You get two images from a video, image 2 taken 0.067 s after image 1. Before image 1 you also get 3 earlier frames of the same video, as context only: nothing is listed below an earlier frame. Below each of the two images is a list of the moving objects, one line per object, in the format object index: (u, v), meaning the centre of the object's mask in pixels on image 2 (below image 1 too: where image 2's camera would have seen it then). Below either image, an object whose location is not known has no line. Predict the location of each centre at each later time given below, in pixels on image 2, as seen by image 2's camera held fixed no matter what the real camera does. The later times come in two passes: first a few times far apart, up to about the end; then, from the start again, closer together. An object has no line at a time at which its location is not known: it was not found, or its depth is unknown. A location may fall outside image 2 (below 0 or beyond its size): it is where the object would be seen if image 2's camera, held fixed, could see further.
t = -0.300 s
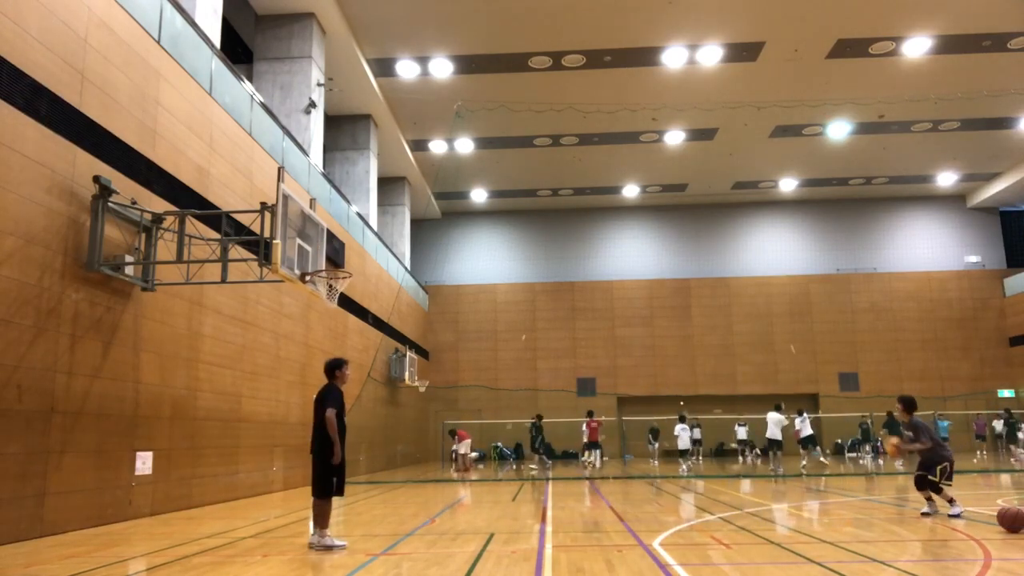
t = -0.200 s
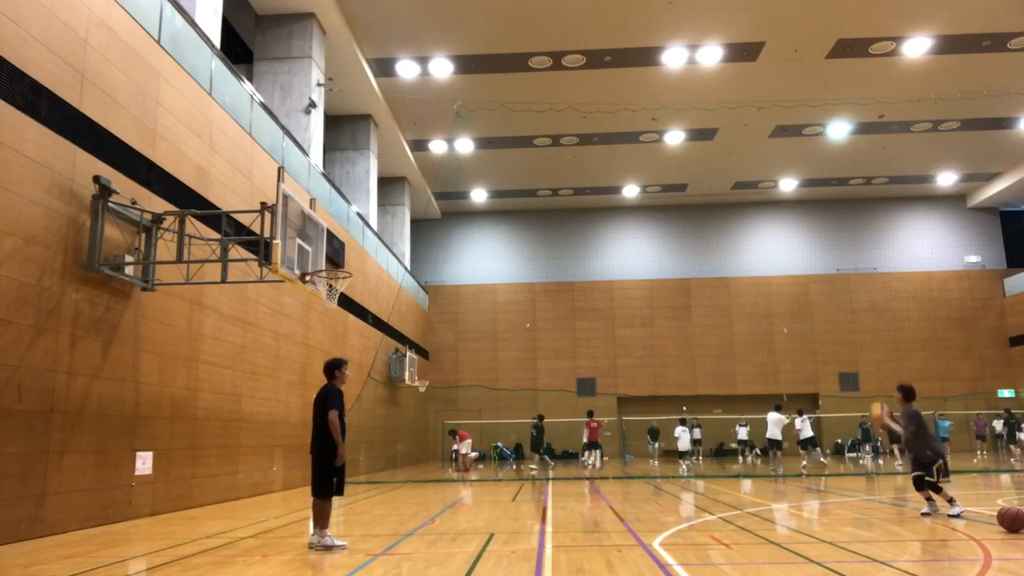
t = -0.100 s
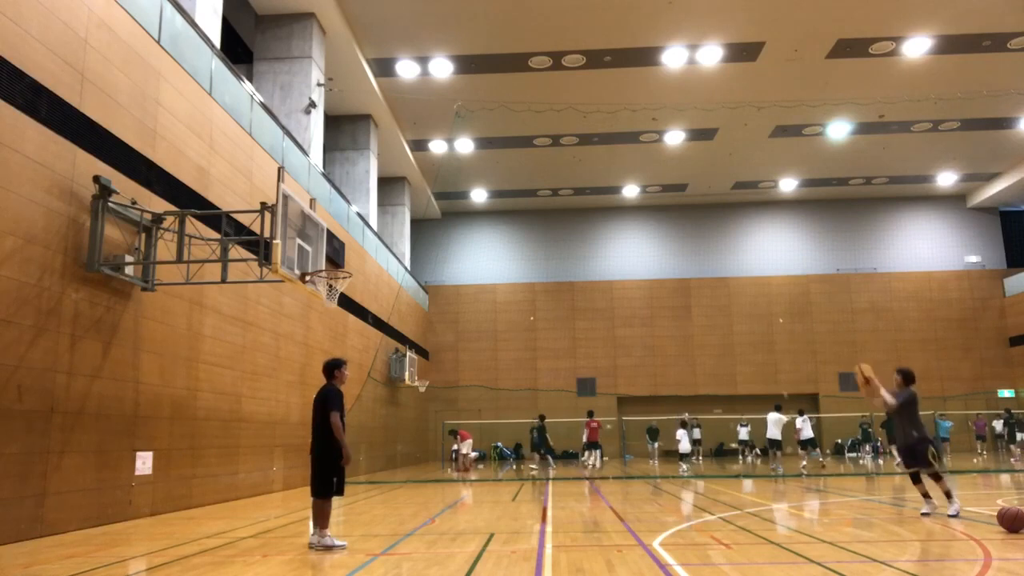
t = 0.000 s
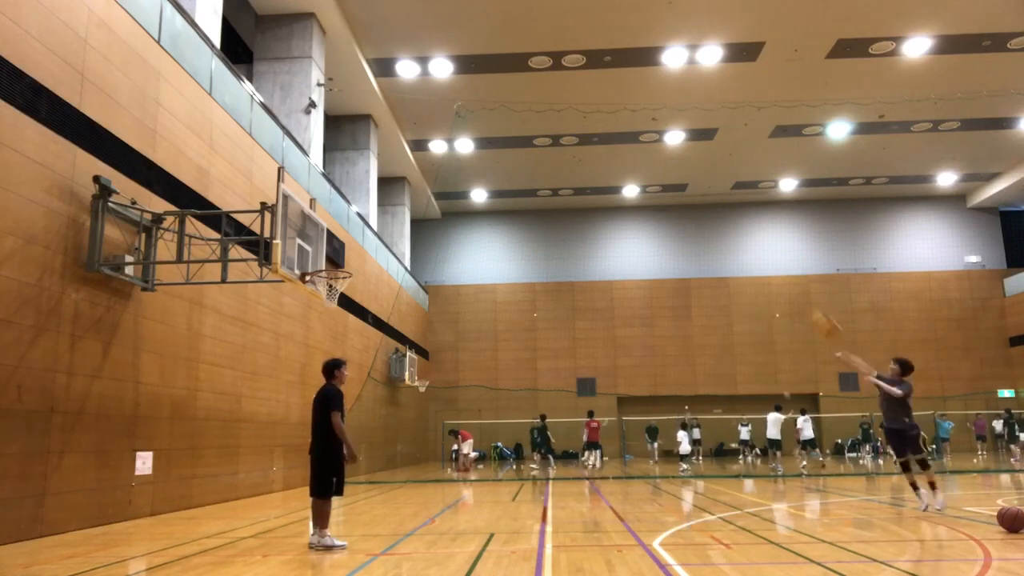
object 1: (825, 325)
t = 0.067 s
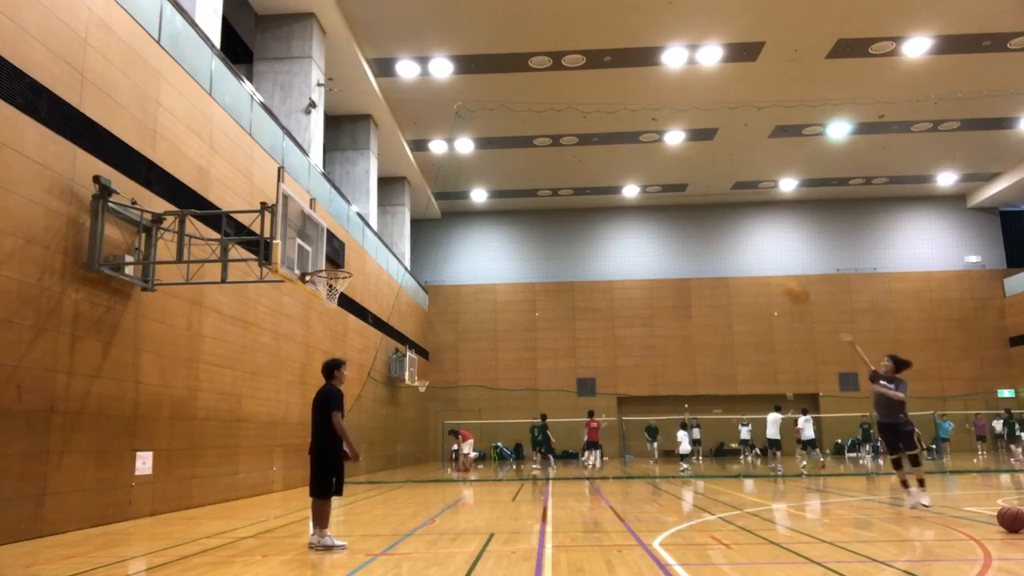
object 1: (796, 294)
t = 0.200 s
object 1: (732, 237)
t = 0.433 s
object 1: (638, 179)
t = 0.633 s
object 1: (564, 165)
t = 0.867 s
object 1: (481, 181)
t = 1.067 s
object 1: (412, 228)
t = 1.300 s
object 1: (329, 315)
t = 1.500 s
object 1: (258, 422)
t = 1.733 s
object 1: (200, 462)
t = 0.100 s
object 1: (780, 278)
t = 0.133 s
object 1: (764, 264)
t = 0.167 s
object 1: (748, 251)
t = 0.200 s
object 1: (732, 237)
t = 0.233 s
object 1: (720, 225)
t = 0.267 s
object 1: (706, 215)
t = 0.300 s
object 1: (691, 207)
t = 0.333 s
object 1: (680, 201)
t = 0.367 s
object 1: (666, 193)
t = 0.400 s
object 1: (652, 187)
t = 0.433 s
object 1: (638, 179)
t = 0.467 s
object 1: (625, 175)
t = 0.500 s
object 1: (613, 171)
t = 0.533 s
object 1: (601, 169)
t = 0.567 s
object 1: (588, 166)
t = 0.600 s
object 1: (577, 165)
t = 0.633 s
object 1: (564, 165)
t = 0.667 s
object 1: (552, 166)
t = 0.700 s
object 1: (541, 167)
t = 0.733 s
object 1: (528, 169)
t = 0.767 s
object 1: (516, 171)
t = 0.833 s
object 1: (492, 177)
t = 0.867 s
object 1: (481, 181)
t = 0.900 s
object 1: (468, 186)
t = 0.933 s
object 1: (458, 194)
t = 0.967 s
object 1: (446, 202)
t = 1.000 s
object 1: (435, 210)
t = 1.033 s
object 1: (423, 219)
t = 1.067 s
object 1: (412, 228)
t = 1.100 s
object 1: (398, 240)
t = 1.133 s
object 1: (388, 250)
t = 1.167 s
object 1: (376, 263)
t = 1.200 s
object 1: (364, 275)
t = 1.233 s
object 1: (351, 286)
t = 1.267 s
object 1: (340, 301)
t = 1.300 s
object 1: (329, 315)
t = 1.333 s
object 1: (315, 334)
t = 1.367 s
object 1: (302, 348)
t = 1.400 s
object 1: (293, 364)
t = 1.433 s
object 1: (282, 384)
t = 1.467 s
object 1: (269, 402)
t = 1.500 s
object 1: (258, 422)
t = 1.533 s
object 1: (241, 441)
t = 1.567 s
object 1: (233, 462)
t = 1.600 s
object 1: (222, 487)
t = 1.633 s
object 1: (209, 512)
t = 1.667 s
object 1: (205, 503)
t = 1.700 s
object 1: (201, 480)
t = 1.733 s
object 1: (200, 462)
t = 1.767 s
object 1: (199, 444)
